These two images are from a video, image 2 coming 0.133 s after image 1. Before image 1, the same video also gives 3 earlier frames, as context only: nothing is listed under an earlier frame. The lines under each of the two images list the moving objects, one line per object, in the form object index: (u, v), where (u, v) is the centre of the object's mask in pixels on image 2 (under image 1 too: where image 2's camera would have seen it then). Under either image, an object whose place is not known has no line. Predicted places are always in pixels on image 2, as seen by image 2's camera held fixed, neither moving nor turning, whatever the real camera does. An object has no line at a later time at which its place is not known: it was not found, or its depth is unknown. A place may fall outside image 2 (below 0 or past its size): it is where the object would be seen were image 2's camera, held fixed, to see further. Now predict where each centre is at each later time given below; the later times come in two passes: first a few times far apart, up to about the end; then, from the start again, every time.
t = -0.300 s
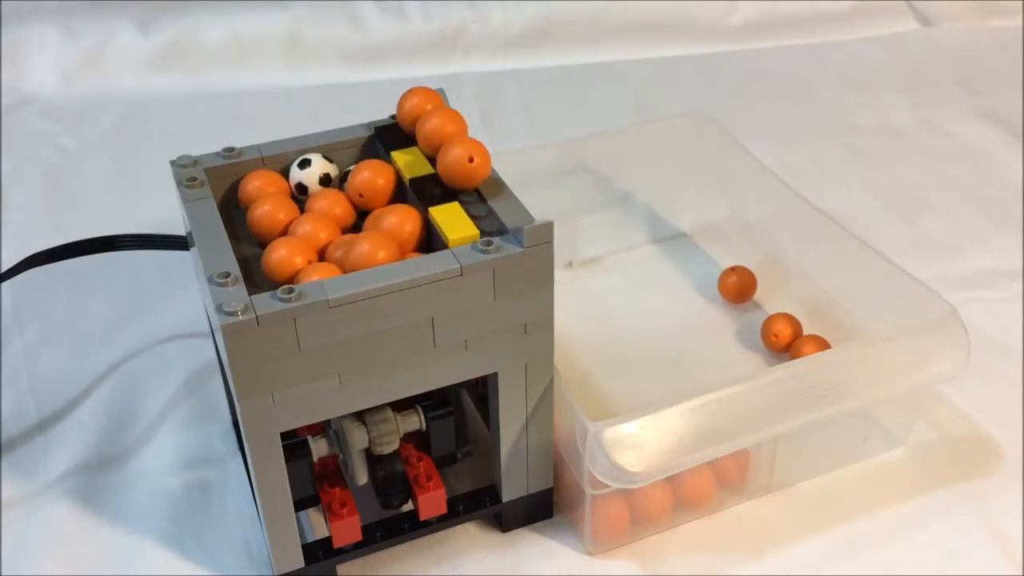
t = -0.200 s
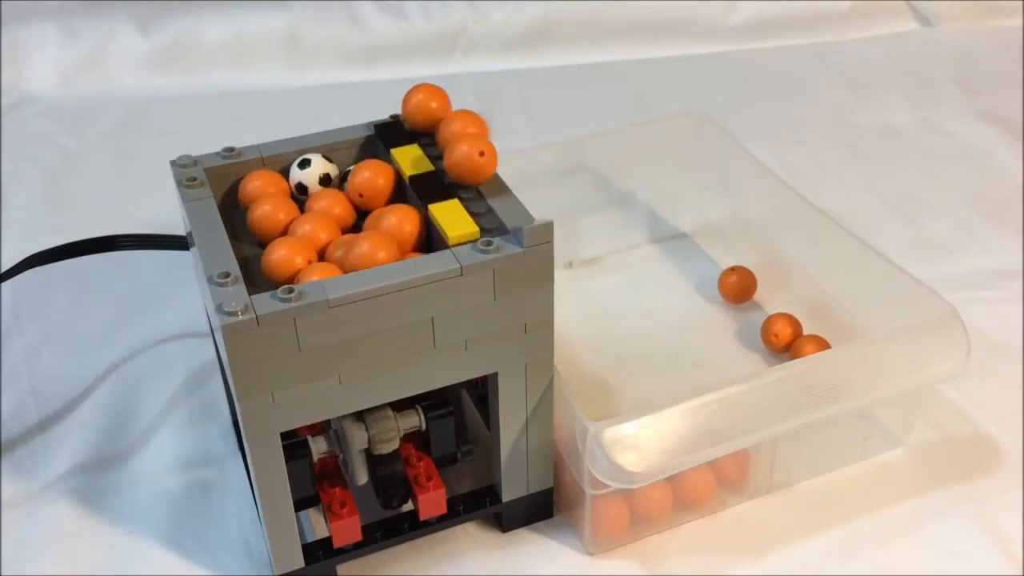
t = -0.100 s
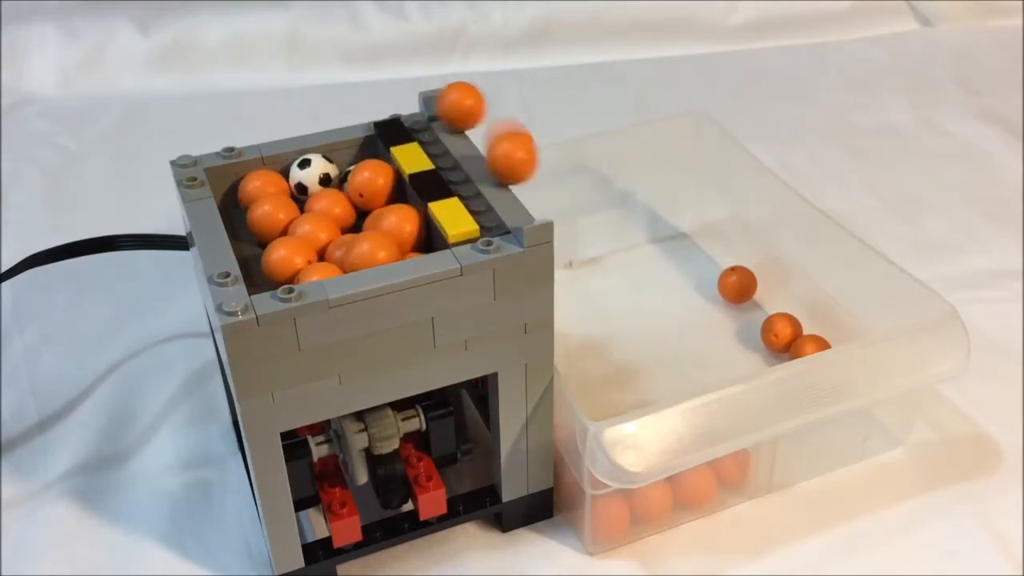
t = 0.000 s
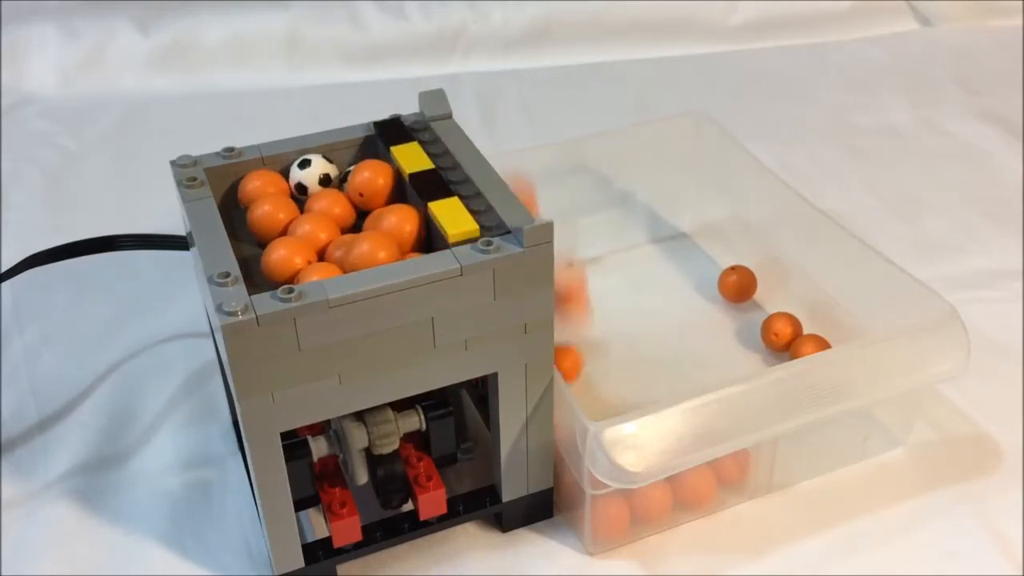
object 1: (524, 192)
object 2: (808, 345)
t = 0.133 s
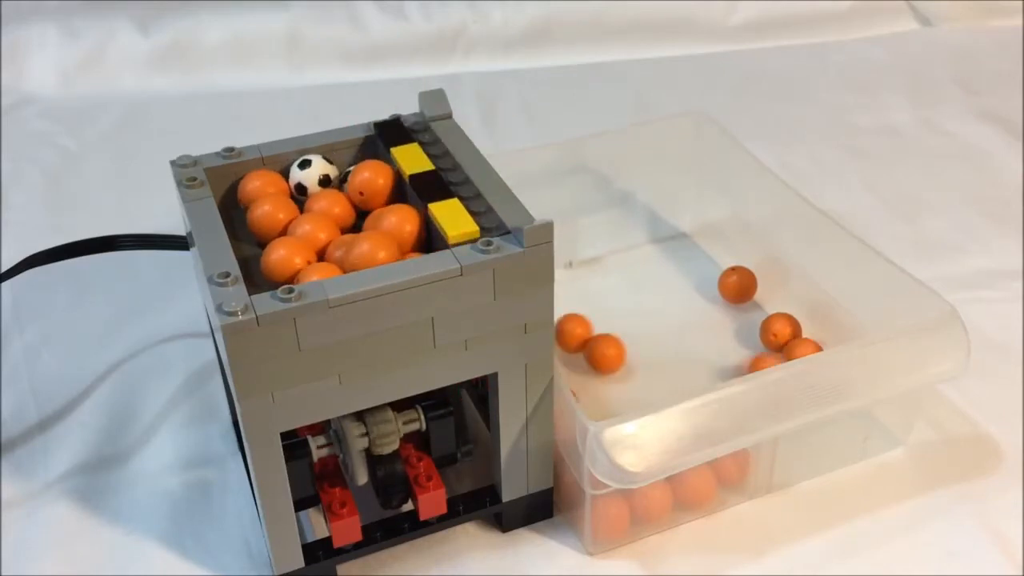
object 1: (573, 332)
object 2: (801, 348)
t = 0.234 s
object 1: (604, 323)
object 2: (787, 349)
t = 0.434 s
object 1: (656, 304)
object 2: (768, 350)
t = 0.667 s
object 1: (698, 290)
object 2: (757, 346)
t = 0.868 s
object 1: (693, 287)
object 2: (759, 344)
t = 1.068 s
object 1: (696, 284)
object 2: (770, 344)
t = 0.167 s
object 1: (584, 329)
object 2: (797, 349)
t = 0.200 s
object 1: (595, 326)
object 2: (791, 350)
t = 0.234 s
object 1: (604, 323)
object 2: (787, 349)
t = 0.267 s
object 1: (614, 320)
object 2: (783, 350)
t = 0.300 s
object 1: (623, 317)
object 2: (781, 350)
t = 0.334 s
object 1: (631, 313)
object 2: (777, 350)
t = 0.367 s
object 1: (640, 310)
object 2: (774, 350)
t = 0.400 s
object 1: (648, 307)
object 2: (771, 350)
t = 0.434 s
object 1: (656, 304)
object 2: (768, 350)
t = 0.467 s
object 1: (664, 301)
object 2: (765, 350)
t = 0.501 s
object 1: (671, 299)
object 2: (763, 350)
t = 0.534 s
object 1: (679, 296)
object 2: (762, 349)
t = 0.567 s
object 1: (687, 294)
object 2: (760, 349)
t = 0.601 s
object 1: (694, 292)
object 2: (759, 348)
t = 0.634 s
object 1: (700, 290)
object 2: (758, 347)
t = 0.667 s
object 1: (698, 290)
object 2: (757, 346)
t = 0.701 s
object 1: (697, 289)
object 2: (756, 345)
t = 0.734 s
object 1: (696, 289)
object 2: (756, 345)
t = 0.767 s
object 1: (695, 288)
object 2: (756, 345)
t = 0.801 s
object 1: (694, 287)
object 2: (756, 344)
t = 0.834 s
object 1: (694, 287)
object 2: (758, 344)
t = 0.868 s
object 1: (693, 287)
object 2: (759, 344)
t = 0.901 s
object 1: (693, 286)
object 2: (760, 344)
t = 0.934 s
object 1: (694, 285)
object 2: (762, 344)
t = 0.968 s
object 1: (694, 285)
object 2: (764, 343)
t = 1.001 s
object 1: (695, 284)
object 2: (766, 343)
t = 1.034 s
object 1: (695, 284)
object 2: (768, 344)
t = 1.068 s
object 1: (696, 284)
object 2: (770, 344)
